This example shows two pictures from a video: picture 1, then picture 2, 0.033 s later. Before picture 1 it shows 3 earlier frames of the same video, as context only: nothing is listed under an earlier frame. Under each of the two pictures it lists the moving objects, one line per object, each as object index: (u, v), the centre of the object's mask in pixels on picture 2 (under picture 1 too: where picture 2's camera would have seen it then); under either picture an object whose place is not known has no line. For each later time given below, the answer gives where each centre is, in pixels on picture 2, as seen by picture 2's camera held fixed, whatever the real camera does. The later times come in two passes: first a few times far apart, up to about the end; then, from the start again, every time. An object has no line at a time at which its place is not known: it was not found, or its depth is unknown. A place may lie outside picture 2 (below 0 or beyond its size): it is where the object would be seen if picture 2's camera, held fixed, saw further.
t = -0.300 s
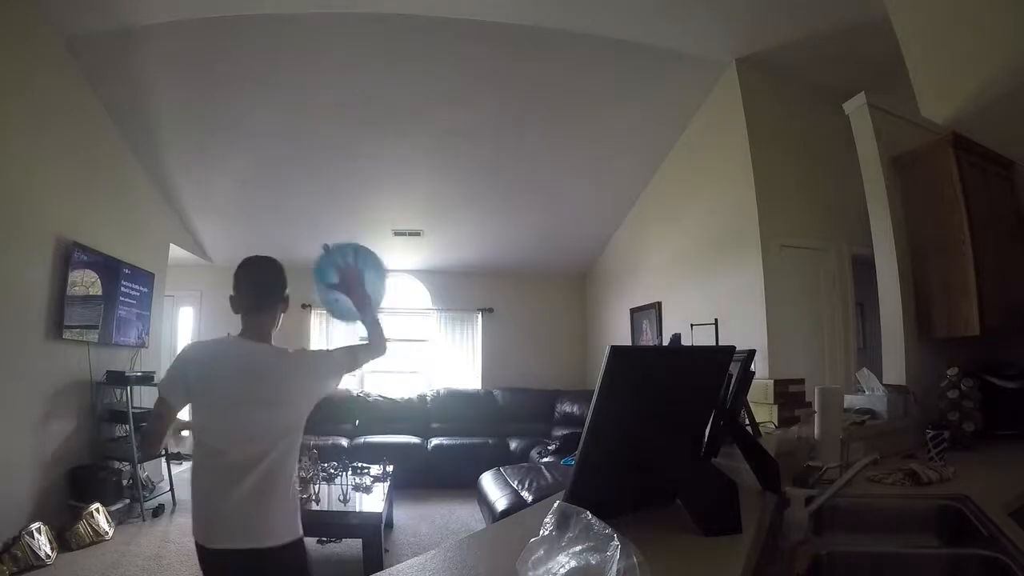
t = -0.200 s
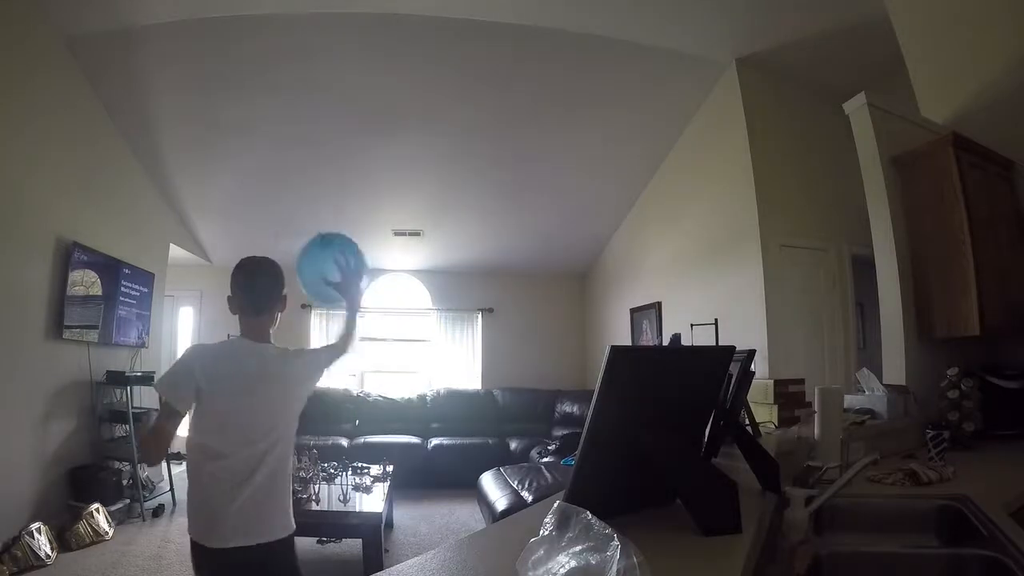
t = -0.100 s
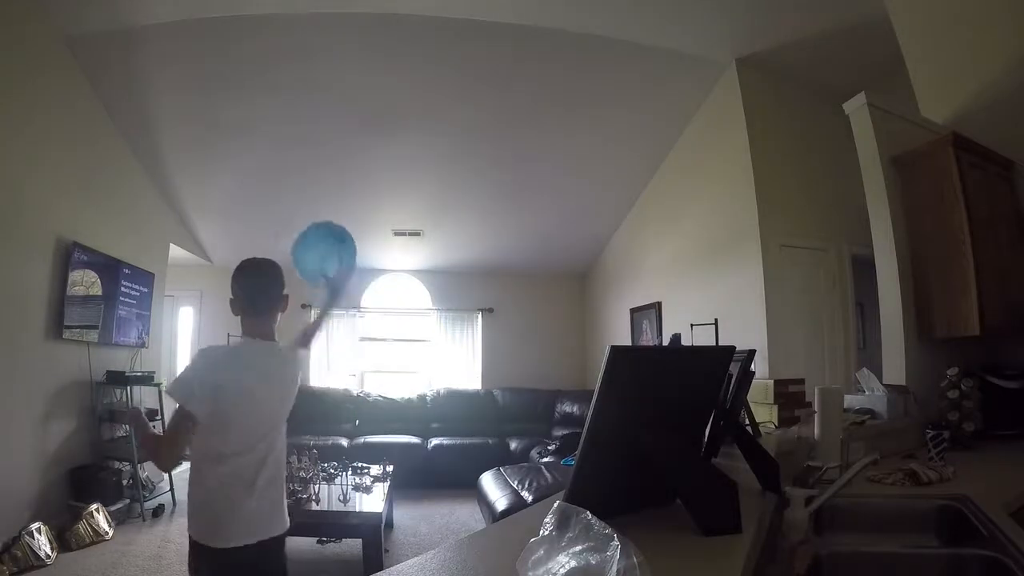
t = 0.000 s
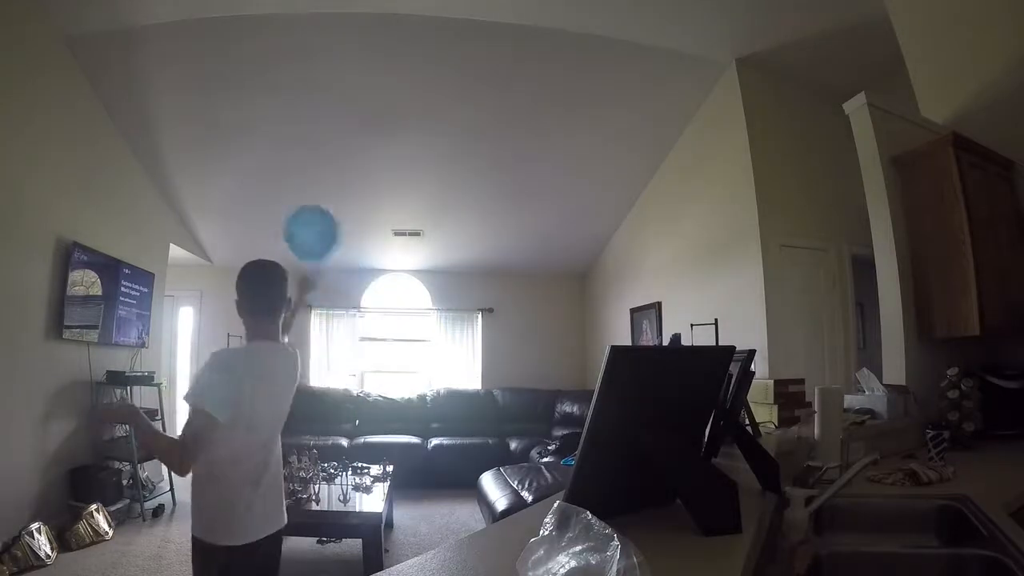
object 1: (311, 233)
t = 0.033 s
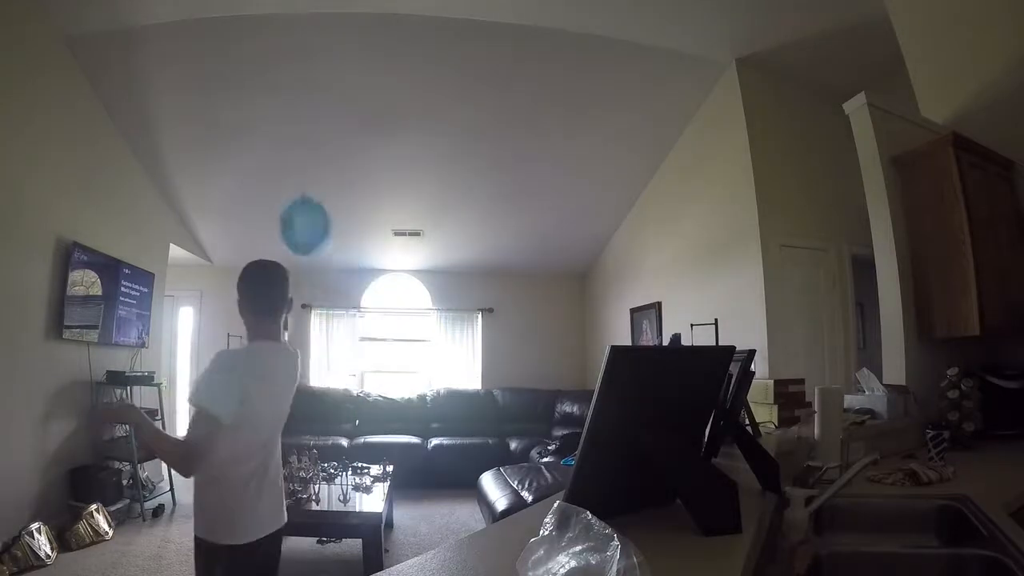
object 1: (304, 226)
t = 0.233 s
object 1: (266, 224)
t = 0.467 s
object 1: (223, 248)
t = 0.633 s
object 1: (199, 278)
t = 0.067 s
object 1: (299, 221)
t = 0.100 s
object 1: (293, 219)
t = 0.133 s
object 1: (287, 220)
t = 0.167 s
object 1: (280, 222)
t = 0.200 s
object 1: (273, 223)
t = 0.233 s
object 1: (266, 224)
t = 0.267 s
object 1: (258, 227)
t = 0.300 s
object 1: (252, 230)
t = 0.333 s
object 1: (245, 233)
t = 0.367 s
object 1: (240, 237)
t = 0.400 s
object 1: (234, 240)
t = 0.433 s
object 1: (228, 244)
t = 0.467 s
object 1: (223, 248)
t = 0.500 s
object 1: (218, 252)
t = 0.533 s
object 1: (214, 258)
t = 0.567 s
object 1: (210, 265)
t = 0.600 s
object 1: (205, 272)
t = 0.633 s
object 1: (199, 278)
